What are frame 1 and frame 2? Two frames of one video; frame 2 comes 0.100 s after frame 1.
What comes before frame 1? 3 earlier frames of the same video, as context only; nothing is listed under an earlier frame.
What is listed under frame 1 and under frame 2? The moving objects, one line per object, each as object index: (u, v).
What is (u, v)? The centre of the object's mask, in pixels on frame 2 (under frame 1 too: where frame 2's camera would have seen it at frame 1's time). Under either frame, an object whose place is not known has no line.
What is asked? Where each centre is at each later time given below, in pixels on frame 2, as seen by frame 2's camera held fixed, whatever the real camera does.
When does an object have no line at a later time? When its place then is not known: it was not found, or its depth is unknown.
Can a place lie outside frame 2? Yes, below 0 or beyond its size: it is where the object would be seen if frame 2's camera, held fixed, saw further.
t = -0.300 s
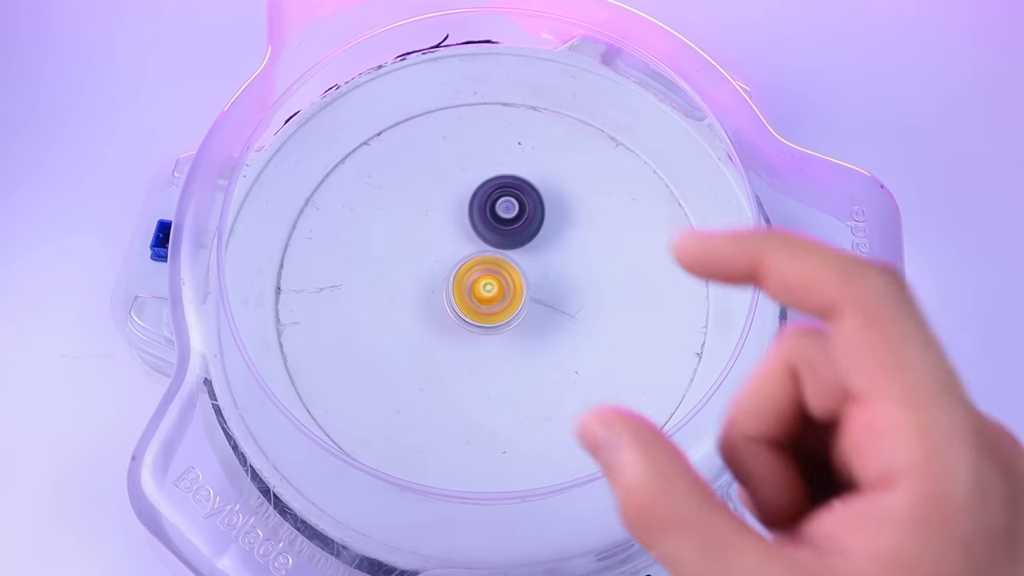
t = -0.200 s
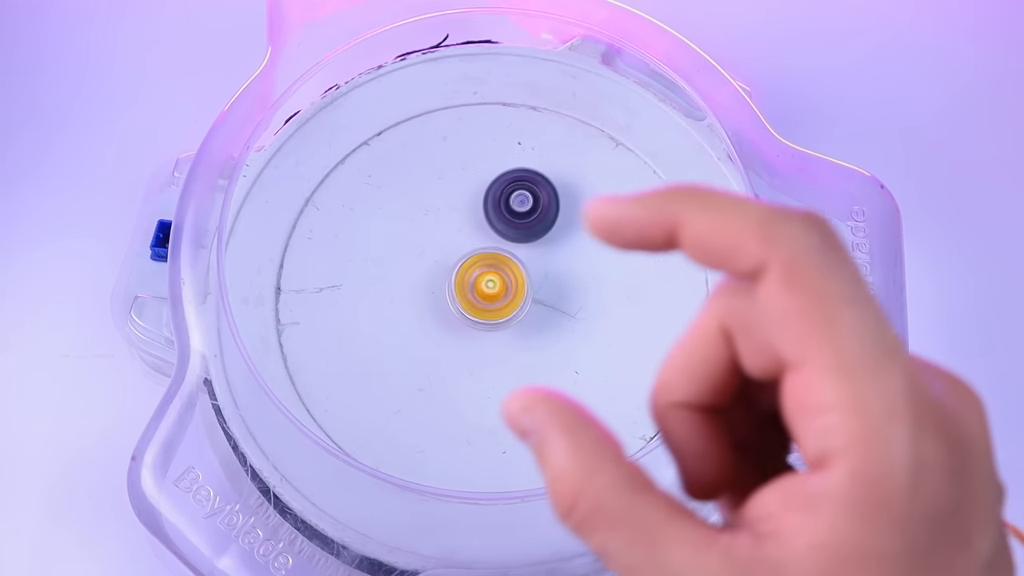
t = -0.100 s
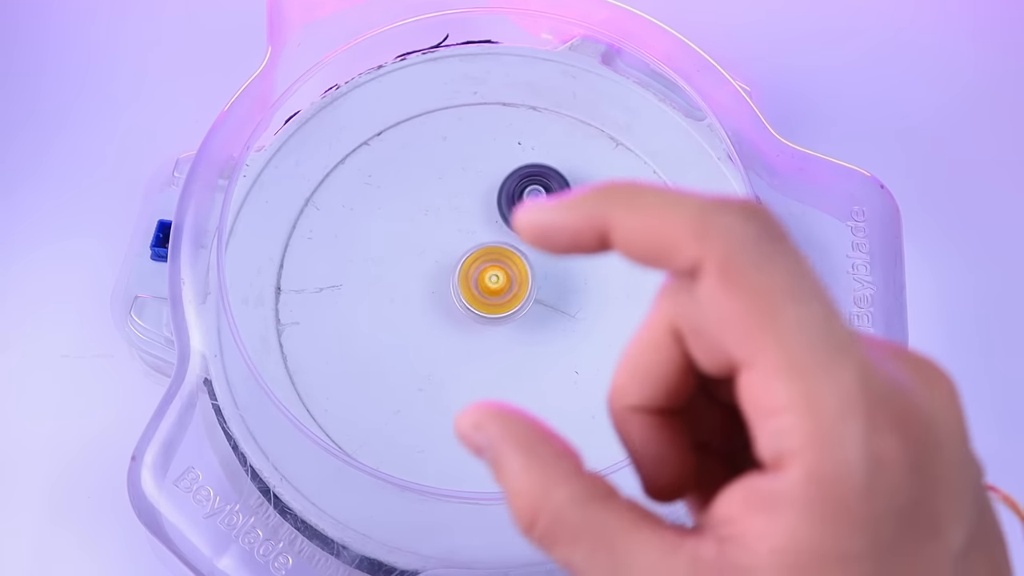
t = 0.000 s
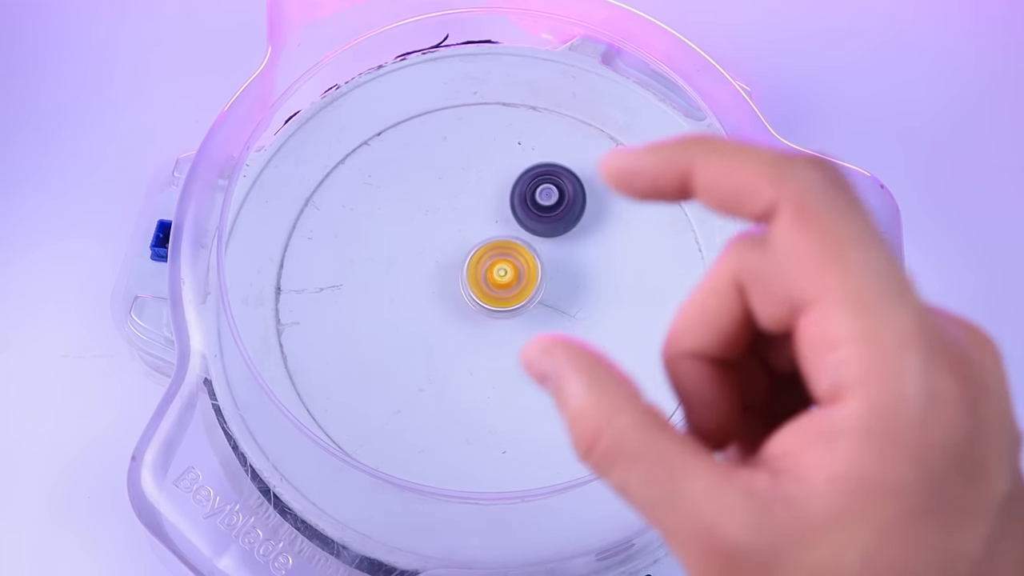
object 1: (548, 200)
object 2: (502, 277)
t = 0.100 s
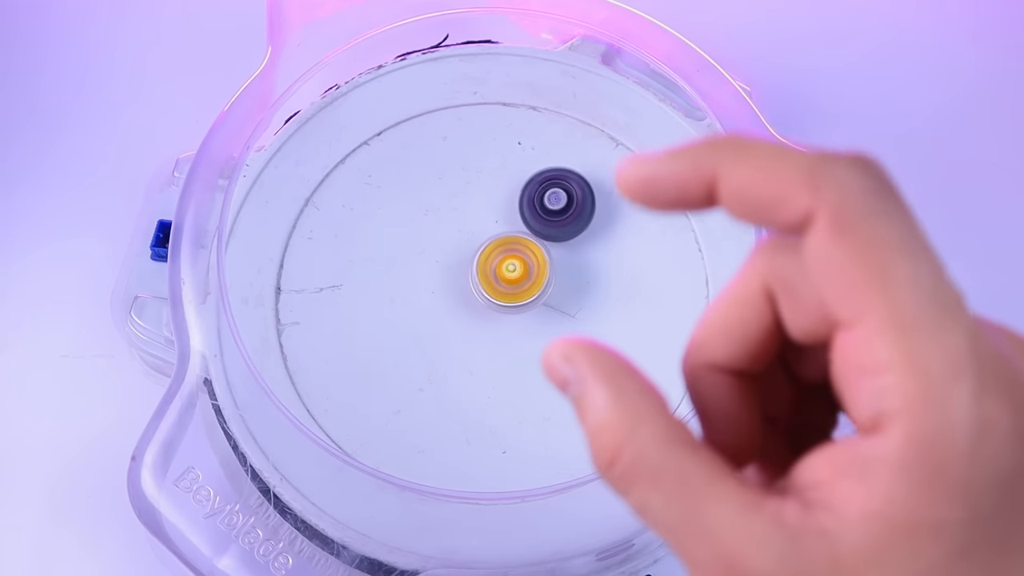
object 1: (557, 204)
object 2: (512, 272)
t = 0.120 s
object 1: (558, 206)
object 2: (514, 272)
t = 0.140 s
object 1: (559, 207)
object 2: (515, 272)
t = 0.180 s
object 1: (561, 211)
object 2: (518, 271)
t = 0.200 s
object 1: (562, 213)
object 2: (519, 271)
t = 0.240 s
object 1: (565, 218)
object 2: (520, 271)
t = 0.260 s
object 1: (566, 220)
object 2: (520, 271)
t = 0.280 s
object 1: (567, 224)
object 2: (519, 271)
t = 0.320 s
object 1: (568, 233)
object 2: (514, 275)
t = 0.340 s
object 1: (569, 238)
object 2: (513, 277)
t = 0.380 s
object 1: (570, 247)
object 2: (511, 279)
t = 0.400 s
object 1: (571, 252)
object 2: (511, 279)
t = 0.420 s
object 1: (571, 258)
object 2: (510, 277)
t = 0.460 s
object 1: (585, 263)
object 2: (475, 281)
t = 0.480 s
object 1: (594, 266)
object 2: (459, 285)
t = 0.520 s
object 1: (601, 272)
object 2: (430, 291)
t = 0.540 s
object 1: (602, 276)
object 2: (420, 295)
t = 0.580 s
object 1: (600, 282)
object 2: (401, 299)
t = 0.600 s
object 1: (599, 286)
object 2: (395, 301)
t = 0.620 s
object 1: (598, 289)
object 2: (390, 304)
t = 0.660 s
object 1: (595, 295)
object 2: (386, 310)
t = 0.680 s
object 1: (593, 299)
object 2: (384, 313)
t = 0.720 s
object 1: (589, 305)
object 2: (381, 321)
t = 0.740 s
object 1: (586, 308)
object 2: (379, 324)
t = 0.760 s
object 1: (584, 311)
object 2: (378, 328)
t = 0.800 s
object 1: (578, 317)
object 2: (378, 335)
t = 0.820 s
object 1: (575, 320)
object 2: (379, 338)
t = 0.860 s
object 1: (569, 326)
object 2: (380, 345)
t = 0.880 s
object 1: (567, 329)
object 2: (381, 348)
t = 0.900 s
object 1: (564, 332)
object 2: (382, 351)
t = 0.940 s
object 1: (559, 338)
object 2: (387, 355)
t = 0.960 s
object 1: (556, 341)
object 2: (391, 357)
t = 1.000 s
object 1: (549, 346)
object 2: (397, 358)
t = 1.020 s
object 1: (546, 348)
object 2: (402, 357)
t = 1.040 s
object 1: (542, 350)
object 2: (405, 357)
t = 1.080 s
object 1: (534, 353)
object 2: (415, 356)
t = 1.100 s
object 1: (530, 354)
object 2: (418, 355)
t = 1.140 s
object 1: (522, 356)
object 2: (426, 354)
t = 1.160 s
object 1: (518, 357)
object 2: (431, 353)
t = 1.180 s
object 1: (531, 359)
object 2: (416, 348)
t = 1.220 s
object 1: (560, 362)
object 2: (384, 336)
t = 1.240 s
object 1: (571, 363)
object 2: (374, 329)
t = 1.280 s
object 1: (580, 361)
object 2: (361, 317)
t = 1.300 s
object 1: (579, 359)
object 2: (359, 312)
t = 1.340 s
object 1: (575, 353)
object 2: (359, 305)
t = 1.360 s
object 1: (572, 351)
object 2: (361, 301)
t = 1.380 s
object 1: (570, 348)
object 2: (362, 298)
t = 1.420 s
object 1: (565, 342)
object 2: (367, 293)
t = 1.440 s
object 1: (562, 339)
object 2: (369, 291)
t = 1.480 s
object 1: (557, 332)
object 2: (374, 287)
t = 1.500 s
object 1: (554, 329)
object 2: (377, 285)
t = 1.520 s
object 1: (551, 326)
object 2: (381, 283)
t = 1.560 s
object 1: (545, 319)
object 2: (388, 280)
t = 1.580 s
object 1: (542, 316)
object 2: (392, 278)
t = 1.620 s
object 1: (535, 309)
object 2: (399, 276)
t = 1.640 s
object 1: (532, 306)
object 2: (403, 275)
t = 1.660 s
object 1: (529, 303)
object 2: (407, 274)
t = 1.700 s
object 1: (523, 296)
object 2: (414, 273)
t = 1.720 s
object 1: (520, 293)
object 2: (419, 273)
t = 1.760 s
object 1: (514, 287)
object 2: (428, 272)
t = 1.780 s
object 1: (514, 284)
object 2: (429, 271)
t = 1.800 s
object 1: (525, 283)
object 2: (417, 266)
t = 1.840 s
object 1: (542, 282)
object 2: (400, 260)
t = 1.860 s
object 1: (547, 280)
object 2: (395, 257)
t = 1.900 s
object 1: (551, 276)
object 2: (391, 254)
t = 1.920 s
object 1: (550, 273)
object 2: (392, 251)
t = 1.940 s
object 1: (549, 270)
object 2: (393, 250)
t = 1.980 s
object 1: (547, 264)
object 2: (397, 250)
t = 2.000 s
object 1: (546, 260)
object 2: (400, 251)
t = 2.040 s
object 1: (544, 254)
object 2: (405, 253)
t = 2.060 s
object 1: (543, 251)
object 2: (409, 254)
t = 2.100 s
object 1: (542, 245)
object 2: (413, 257)
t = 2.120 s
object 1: (541, 242)
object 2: (416, 258)
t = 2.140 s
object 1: (541, 239)
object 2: (418, 259)
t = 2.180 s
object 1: (539, 234)
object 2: (422, 261)
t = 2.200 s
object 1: (539, 231)
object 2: (424, 262)
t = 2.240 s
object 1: (538, 226)
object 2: (425, 263)
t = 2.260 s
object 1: (538, 223)
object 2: (427, 264)
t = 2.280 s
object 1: (537, 221)
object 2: (428, 265)
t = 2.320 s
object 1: (536, 216)
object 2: (429, 267)
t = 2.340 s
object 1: (535, 214)
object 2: (430, 268)
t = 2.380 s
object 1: (533, 210)
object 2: (431, 269)
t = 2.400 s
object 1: (532, 208)
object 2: (432, 269)
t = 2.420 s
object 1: (531, 206)
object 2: (433, 270)
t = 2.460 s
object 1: (528, 203)
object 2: (435, 271)
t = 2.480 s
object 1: (526, 201)
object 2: (438, 272)
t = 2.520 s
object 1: (522, 199)
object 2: (442, 275)
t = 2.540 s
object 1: (520, 199)
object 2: (443, 278)
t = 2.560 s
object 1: (518, 199)
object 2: (444, 281)
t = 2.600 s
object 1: (512, 200)
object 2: (445, 288)
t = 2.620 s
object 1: (510, 201)
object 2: (446, 292)
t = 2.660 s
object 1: (505, 206)
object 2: (449, 300)
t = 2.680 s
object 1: (503, 208)
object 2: (450, 303)
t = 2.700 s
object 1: (502, 211)
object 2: (451, 307)
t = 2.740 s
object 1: (500, 217)
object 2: (454, 312)
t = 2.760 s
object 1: (500, 220)
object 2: (455, 314)
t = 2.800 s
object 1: (498, 227)
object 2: (457, 319)
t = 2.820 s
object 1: (499, 230)
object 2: (457, 320)
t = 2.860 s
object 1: (498, 236)
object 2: (459, 325)
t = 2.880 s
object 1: (498, 239)
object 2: (460, 327)
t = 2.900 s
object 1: (498, 243)
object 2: (460, 329)
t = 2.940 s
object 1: (498, 249)
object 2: (462, 334)
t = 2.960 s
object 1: (499, 253)
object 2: (464, 335)
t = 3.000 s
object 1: (499, 259)
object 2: (467, 338)
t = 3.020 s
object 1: (499, 262)
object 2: (468, 338)
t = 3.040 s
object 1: (499, 265)
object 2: (469, 337)
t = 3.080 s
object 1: (500, 269)
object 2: (470, 338)
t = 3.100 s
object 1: (502, 271)
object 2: (466, 342)
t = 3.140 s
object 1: (504, 274)
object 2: (463, 344)
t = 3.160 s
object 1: (504, 278)
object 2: (463, 344)
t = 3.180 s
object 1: (505, 280)
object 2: (462, 343)
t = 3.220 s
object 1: (512, 281)
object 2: (452, 350)
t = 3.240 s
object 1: (519, 280)
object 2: (444, 357)
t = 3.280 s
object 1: (531, 279)
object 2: (432, 363)
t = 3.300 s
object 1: (533, 279)
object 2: (429, 364)
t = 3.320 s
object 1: (534, 280)
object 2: (427, 364)
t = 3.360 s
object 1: (533, 285)
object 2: (427, 363)
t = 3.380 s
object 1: (532, 287)
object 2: (430, 361)
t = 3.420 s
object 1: (532, 291)
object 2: (436, 359)
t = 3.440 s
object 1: (531, 294)
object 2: (440, 357)
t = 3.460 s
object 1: (530, 296)
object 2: (442, 356)
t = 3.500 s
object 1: (529, 300)
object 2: (450, 353)
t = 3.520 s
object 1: (529, 302)
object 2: (452, 352)
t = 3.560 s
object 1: (527, 306)
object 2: (458, 351)
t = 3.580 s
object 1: (528, 307)
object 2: (458, 353)
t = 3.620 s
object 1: (542, 301)
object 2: (446, 359)
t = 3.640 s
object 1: (545, 301)
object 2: (440, 360)
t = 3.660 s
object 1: (546, 300)
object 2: (435, 359)
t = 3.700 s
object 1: (547, 300)
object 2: (431, 353)
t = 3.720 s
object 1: (547, 299)
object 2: (430, 350)
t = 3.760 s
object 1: (547, 298)
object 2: (432, 343)
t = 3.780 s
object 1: (546, 298)
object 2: (433, 341)
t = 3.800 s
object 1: (546, 298)
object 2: (435, 339)
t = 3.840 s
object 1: (544, 297)
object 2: (440, 337)
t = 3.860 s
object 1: (543, 296)
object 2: (442, 337)
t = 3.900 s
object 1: (540, 295)
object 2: (447, 338)
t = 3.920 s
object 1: (538, 295)
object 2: (450, 339)
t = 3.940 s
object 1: (536, 295)
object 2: (452, 339)
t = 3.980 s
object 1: (532, 294)
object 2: (456, 340)
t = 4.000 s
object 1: (532, 294)
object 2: (459, 340)
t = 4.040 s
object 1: (530, 294)
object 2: (464, 339)
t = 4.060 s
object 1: (529, 293)
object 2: (467, 339)
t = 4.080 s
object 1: (530, 293)
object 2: (468, 339)
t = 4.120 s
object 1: (532, 293)
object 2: (463, 341)
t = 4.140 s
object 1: (531, 294)
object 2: (459, 342)
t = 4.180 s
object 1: (529, 294)
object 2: (452, 343)
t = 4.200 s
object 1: (528, 295)
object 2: (451, 343)
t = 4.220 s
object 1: (527, 295)
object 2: (452, 343)
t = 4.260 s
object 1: (526, 296)
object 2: (455, 344)
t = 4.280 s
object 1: (526, 296)
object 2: (458, 344)
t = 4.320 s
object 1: (526, 296)
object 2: (462, 344)
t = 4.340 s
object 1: (525, 295)
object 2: (464, 344)
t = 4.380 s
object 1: (525, 295)
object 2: (465, 345)
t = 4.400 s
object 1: (525, 295)
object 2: (467, 344)
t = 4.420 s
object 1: (524, 294)
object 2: (468, 344)
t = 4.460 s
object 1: (523, 293)
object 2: (471, 344)
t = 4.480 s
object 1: (523, 292)
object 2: (473, 343)
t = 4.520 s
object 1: (522, 290)
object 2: (477, 340)
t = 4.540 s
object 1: (521, 289)
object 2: (480, 338)
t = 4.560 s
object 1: (521, 289)
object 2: (478, 335)
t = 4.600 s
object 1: (520, 290)
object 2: (470, 335)
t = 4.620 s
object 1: (518, 293)
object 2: (464, 336)
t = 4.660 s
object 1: (515, 296)
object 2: (456, 335)
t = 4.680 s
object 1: (513, 298)
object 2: (451, 337)
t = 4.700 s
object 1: (511, 299)
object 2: (448, 339)
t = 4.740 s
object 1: (508, 301)
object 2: (443, 345)
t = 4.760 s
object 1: (506, 302)
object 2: (440, 347)
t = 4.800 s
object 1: (504, 304)
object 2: (438, 350)
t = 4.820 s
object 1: (503, 305)
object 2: (437, 350)
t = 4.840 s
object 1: (501, 305)
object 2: (437, 350)
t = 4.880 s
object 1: (501, 306)
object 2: (432, 350)
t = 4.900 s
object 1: (500, 307)
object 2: (430, 351)
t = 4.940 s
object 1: (499, 308)
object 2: (426, 353)
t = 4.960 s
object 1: (498, 308)
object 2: (426, 352)
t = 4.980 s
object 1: (498, 308)
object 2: (427, 350)
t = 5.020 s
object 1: (502, 307)
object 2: (423, 347)
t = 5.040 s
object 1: (507, 305)
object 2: (417, 348)
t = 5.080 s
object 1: (510, 304)
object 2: (410, 347)
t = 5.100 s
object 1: (510, 304)
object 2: (407, 348)
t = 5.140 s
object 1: (510, 304)
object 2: (403, 347)
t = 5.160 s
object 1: (510, 303)
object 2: (403, 346)
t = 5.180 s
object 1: (510, 303)
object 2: (403, 343)
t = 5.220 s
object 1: (511, 303)
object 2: (405, 339)
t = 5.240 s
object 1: (510, 303)
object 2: (406, 338)
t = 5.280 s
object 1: (512, 303)
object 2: (407, 332)
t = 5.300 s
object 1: (512, 302)
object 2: (408, 329)
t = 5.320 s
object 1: (513, 302)
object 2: (409, 326)
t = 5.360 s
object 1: (514, 302)
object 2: (411, 318)
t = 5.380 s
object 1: (513, 302)
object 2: (412, 315)
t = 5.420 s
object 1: (515, 302)
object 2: (414, 310)
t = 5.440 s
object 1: (516, 302)
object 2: (416, 307)
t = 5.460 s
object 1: (516, 302)
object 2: (418, 304)
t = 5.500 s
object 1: (517, 301)
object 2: (425, 299)
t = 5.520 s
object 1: (517, 301)
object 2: (429, 296)
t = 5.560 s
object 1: (519, 300)
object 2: (435, 286)
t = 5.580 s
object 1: (530, 302)
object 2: (429, 274)
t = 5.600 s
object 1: (540, 304)
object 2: (423, 265)
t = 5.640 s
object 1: (550, 305)
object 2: (417, 249)
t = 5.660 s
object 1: (552, 305)
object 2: (416, 243)
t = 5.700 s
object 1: (556, 304)
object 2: (418, 238)
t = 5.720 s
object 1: (558, 304)
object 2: (421, 237)
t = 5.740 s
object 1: (560, 304)
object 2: (424, 238)
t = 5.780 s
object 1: (564, 303)
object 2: (430, 240)
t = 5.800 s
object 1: (566, 304)
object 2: (434, 240)
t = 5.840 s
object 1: (569, 304)
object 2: (444, 240)
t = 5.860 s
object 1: (571, 305)
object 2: (449, 241)
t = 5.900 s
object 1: (572, 304)
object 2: (464, 241)
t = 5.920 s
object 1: (573, 302)
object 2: (473, 241)
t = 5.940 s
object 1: (574, 300)
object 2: (482, 241)
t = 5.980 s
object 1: (574, 300)
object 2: (504, 242)
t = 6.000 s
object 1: (572, 301)
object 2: (511, 242)
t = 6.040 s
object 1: (574, 309)
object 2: (517, 235)
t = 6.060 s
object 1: (572, 310)
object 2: (521, 233)
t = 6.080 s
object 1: (571, 311)
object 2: (523, 232)
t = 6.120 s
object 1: (568, 312)
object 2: (529, 233)
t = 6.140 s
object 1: (567, 313)
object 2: (533, 233)
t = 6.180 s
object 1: (564, 318)
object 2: (537, 234)
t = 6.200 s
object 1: (563, 323)
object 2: (538, 229)
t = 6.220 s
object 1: (561, 325)
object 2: (539, 227)
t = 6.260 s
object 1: (559, 326)
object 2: (540, 224)
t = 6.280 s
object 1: (557, 327)
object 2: (540, 223)
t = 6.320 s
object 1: (553, 327)
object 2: (540, 222)
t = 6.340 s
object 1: (552, 327)
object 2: (539, 222)
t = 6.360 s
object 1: (550, 328)
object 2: (538, 222)
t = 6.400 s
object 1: (545, 327)
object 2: (537, 222)
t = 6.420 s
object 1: (543, 326)
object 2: (537, 222)
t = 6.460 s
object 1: (539, 324)
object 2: (536, 224)
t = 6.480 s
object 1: (537, 322)
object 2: (535, 225)
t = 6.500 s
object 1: (535, 321)
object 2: (534, 227)
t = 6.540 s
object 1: (531, 318)
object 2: (530, 231)
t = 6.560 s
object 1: (530, 316)
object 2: (526, 235)
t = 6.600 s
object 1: (527, 313)
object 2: (518, 242)
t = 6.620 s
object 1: (525, 312)
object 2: (513, 245)
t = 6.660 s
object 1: (521, 316)
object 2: (504, 242)
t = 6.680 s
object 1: (519, 320)
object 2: (499, 239)
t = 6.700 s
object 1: (517, 321)
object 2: (494, 235)
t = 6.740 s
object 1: (514, 317)
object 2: (483, 234)
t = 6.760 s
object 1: (513, 315)
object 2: (478, 235)
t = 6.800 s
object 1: (511, 314)
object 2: (468, 238)
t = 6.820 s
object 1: (510, 311)
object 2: (463, 239)
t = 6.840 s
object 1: (510, 309)
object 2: (460, 240)
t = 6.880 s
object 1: (509, 306)
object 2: (449, 243)
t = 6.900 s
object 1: (508, 304)
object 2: (445, 244)
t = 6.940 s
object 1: (508, 300)
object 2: (440, 245)
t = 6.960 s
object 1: (508, 299)
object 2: (438, 245)
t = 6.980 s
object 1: (508, 297)
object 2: (437, 245)
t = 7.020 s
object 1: (509, 293)
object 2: (436, 246)
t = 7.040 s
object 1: (510, 292)
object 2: (435, 246)
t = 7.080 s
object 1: (512, 289)
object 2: (434, 246)
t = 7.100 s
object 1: (513, 287)
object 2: (433, 246)
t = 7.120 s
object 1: (514, 285)
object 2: (431, 246)
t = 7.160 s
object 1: (516, 283)
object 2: (430, 246)
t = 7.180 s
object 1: (517, 282)
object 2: (430, 247)
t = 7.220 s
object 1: (520, 279)
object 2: (430, 248)
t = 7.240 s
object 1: (522, 278)
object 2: (430, 248)
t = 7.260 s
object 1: (523, 278)
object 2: (431, 248)
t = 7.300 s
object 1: (527, 276)
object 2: (431, 248)
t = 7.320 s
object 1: (528, 275)
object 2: (431, 248)
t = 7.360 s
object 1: (531, 274)
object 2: (433, 246)
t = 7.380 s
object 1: (533, 274)
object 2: (433, 247)
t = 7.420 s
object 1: (536, 273)
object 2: (435, 248)
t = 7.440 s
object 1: (537, 273)
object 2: (437, 249)
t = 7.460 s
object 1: (539, 273)
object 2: (438, 250)
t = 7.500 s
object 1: (541, 274)
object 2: (440, 252)
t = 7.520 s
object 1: (543, 274)
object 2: (441, 253)
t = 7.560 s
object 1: (545, 276)
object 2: (443, 256)
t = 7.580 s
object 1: (546, 276)
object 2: (445, 258)
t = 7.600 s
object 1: (546, 277)
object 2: (446, 261)
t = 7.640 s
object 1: (548, 279)
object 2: (450, 268)
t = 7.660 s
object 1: (548, 280)
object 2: (452, 271)
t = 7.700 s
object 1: (547, 283)
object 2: (456, 279)
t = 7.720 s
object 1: (547, 284)
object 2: (457, 284)
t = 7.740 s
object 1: (546, 285)
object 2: (459, 288)
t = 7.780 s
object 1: (545, 287)
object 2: (462, 296)
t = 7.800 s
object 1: (544, 288)
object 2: (463, 299)
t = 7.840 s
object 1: (542, 290)
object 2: (462, 308)
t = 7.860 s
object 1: (541, 292)
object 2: (461, 313)
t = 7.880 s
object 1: (539, 293)
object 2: (461, 317)
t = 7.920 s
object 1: (536, 294)
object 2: (460, 323)
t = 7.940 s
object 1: (534, 295)
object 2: (459, 325)
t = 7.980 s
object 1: (532, 296)
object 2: (455, 329)
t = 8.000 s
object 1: (529, 297)
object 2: (452, 331)
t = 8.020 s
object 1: (528, 297)
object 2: (451, 332)
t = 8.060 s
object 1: (525, 297)
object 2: (450, 333)
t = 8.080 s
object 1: (523, 297)
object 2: (450, 332)
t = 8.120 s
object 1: (520, 297)
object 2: (447, 332)
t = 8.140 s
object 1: (519, 296)
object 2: (444, 332)
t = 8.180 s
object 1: (521, 294)
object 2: (436, 334)
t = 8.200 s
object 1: (520, 294)
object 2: (433, 332)
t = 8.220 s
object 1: (519, 292)
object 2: (428, 333)
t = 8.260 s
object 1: (519, 289)
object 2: (421, 333)
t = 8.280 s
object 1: (518, 288)
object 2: (421, 331)
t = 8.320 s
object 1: (518, 285)
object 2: (416, 327)
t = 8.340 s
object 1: (518, 283)
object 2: (415, 326)
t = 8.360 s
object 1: (518, 282)
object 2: (415, 324)
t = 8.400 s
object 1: (517, 280)
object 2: (417, 321)
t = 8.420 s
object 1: (517, 278)
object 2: (418, 321)
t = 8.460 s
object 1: (518, 276)
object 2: (423, 320)
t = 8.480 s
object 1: (518, 274)
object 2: (426, 321)
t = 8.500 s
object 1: (518, 273)
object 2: (428, 321)
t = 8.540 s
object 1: (520, 270)
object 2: (435, 321)
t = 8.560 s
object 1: (520, 270)
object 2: (441, 320)
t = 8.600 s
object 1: (521, 267)
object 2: (450, 319)
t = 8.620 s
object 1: (522, 266)
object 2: (457, 317)
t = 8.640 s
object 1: (523, 265)
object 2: (464, 315)
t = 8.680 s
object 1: (527, 261)
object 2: (479, 312)
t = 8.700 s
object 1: (530, 259)
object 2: (482, 310)
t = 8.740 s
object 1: (549, 260)
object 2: (476, 311)
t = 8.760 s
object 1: (558, 259)
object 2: (471, 317)
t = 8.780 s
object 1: (564, 257)
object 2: (470, 321)
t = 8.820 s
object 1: (571, 258)
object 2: (463, 324)
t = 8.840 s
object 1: (572, 260)
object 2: (462, 324)
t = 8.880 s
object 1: (571, 262)
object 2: (454, 323)
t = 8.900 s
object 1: (570, 262)
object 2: (457, 322)
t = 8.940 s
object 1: (570, 263)
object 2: (457, 320)
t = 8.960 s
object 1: (569, 265)
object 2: (462, 319)
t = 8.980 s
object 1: (567, 266)
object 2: (462, 320)
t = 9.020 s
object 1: (564, 266)
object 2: (465, 323)
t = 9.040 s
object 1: (563, 266)
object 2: (463, 323)
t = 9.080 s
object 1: (560, 268)
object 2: (462, 325)
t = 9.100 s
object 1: (557, 268)
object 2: (460, 324)
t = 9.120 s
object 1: (555, 267)
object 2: (460, 325)
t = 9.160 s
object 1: (552, 267)
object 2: (460, 323)
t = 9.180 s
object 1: (549, 267)
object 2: (462, 325)
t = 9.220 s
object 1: (544, 266)
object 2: (464, 326)
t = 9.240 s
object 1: (541, 265)
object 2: (464, 327)
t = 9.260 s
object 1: (538, 264)
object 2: (464, 327)
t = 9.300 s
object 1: (532, 262)
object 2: (464, 328)
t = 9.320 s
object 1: (528, 260)
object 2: (463, 328)
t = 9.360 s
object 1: (523, 257)
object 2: (465, 329)
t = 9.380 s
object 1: (520, 256)
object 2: (464, 329)
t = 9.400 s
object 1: (518, 254)
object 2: (464, 329)
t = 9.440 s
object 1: (514, 251)
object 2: (464, 330)
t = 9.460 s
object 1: (512, 249)
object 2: (465, 331)
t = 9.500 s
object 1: (509, 246)
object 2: (464, 330)
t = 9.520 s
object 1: (509, 244)
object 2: (465, 331)
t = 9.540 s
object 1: (508, 243)
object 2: (467, 330)
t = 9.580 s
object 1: (506, 239)
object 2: (466, 330)
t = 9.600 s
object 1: (506, 238)
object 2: (469, 330)
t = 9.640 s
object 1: (506, 235)
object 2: (469, 331)
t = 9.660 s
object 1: (506, 235)
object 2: (470, 330)
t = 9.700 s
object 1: (505, 233)
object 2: (471, 332)
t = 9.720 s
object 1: (506, 231)
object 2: (471, 332)
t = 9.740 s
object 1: (507, 230)
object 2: (470, 333)
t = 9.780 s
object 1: (508, 229)
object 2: (471, 333)
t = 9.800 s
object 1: (509, 228)
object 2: (470, 334)
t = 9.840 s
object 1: (510, 227)
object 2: (470, 332)
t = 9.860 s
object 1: (511, 227)
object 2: (471, 334)
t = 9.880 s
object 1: (512, 227)
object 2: (472, 333)
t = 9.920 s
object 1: (514, 229)
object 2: (472, 334)
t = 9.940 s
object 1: (514, 229)
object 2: (473, 333)
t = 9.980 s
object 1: (515, 230)
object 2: (475, 335)
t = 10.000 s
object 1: (515, 231)
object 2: (475, 334)
